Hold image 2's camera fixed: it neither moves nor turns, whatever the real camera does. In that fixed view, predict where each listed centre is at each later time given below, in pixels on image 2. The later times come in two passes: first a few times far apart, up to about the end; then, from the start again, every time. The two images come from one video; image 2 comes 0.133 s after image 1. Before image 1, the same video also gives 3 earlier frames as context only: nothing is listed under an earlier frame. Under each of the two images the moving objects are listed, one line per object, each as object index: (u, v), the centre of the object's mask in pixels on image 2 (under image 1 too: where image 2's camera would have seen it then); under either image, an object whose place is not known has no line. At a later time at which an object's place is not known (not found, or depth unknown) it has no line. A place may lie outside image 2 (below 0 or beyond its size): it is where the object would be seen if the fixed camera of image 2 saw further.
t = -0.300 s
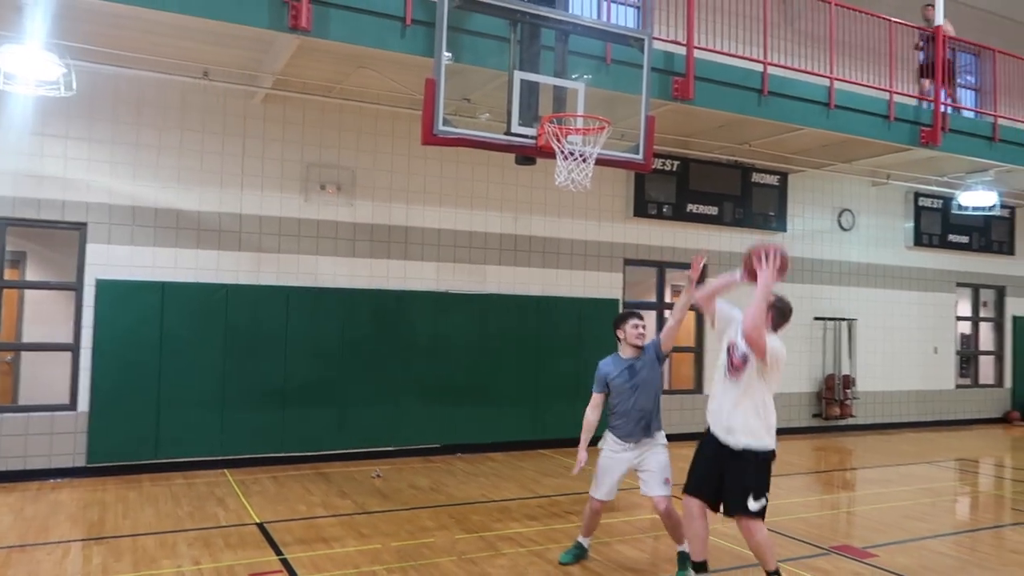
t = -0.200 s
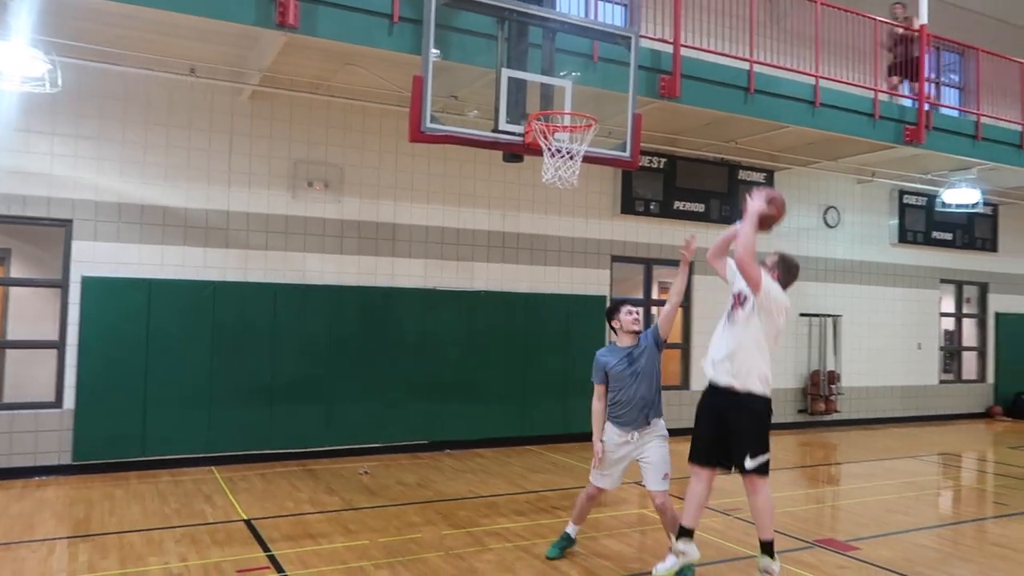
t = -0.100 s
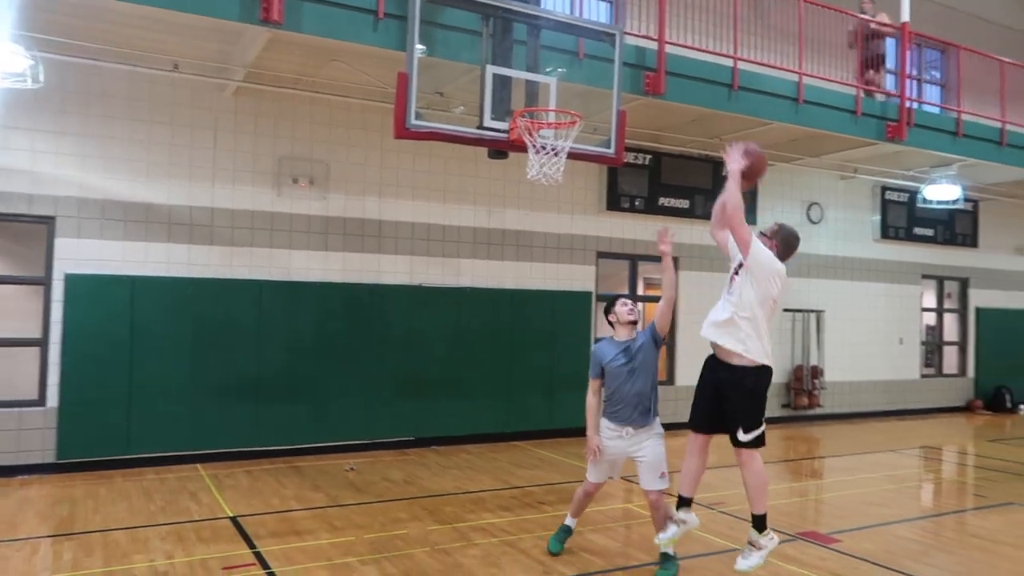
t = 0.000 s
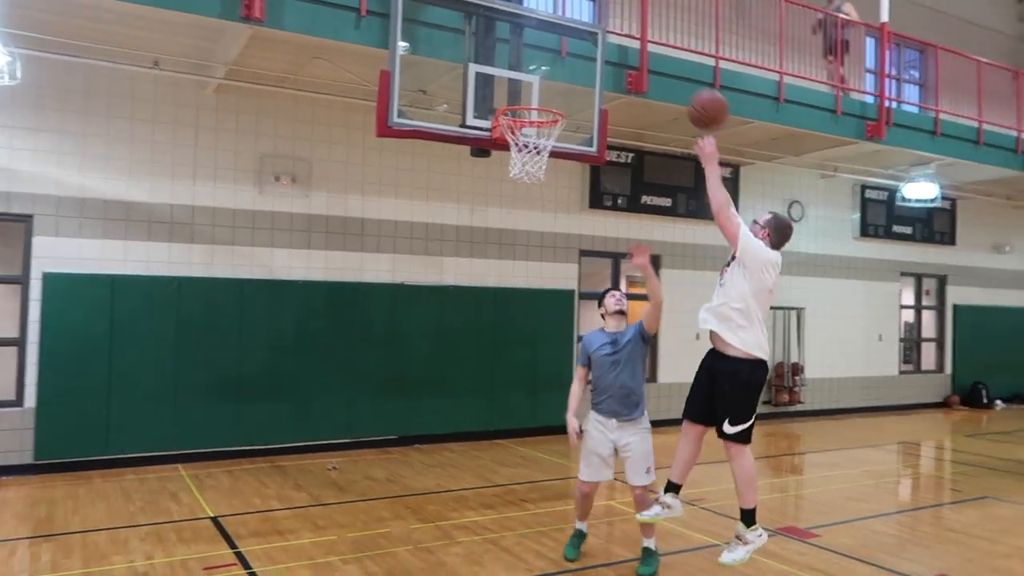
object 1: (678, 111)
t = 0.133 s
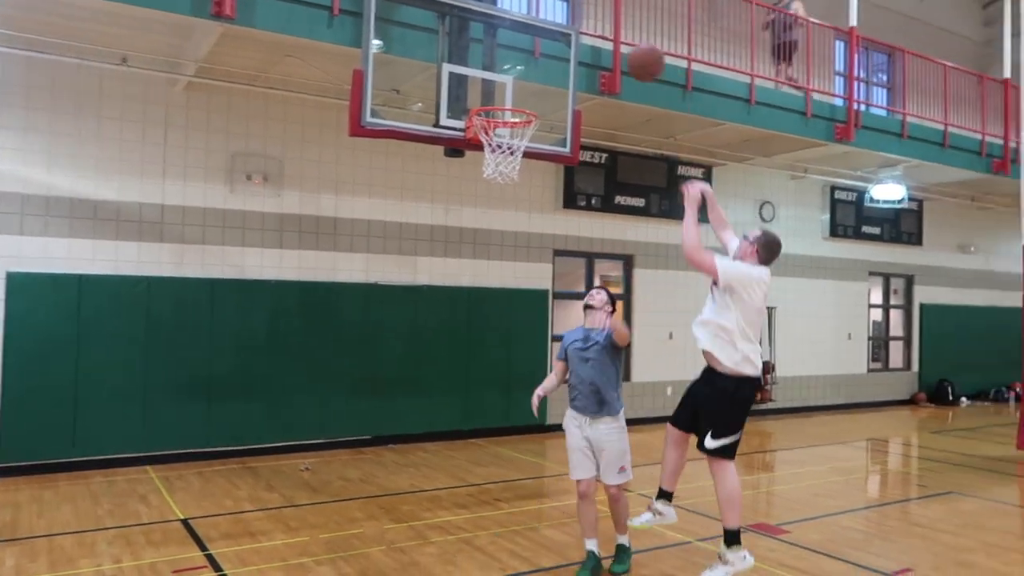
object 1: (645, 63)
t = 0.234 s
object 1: (620, 44)
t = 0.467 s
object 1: (564, 59)
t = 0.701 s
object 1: (557, 96)
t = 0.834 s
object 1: (590, 113)
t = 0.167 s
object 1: (637, 55)
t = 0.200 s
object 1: (629, 49)
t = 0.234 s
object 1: (620, 44)
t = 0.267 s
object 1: (612, 41)
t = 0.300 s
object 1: (604, 40)
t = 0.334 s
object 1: (595, 41)
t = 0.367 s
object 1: (588, 44)
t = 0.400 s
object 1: (580, 47)
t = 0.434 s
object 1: (572, 52)
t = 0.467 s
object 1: (564, 59)
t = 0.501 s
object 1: (556, 67)
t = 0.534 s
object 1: (549, 76)
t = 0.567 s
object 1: (542, 88)
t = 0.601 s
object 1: (535, 100)
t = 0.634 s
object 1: (542, 98)
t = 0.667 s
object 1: (550, 96)
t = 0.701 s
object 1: (557, 96)
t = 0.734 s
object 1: (565, 98)
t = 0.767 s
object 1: (574, 101)
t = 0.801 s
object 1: (582, 106)
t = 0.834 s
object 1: (590, 113)
